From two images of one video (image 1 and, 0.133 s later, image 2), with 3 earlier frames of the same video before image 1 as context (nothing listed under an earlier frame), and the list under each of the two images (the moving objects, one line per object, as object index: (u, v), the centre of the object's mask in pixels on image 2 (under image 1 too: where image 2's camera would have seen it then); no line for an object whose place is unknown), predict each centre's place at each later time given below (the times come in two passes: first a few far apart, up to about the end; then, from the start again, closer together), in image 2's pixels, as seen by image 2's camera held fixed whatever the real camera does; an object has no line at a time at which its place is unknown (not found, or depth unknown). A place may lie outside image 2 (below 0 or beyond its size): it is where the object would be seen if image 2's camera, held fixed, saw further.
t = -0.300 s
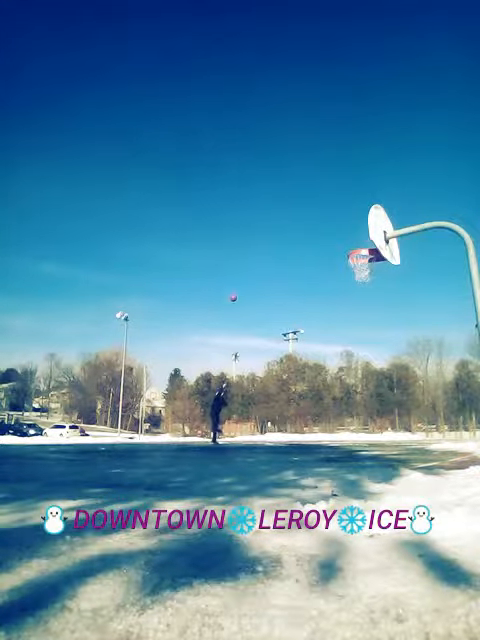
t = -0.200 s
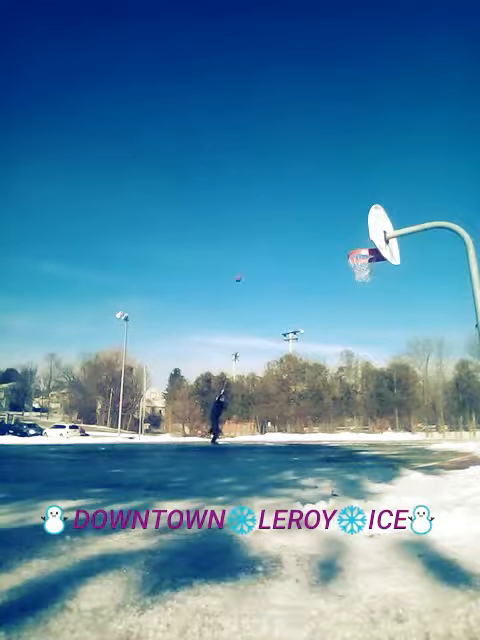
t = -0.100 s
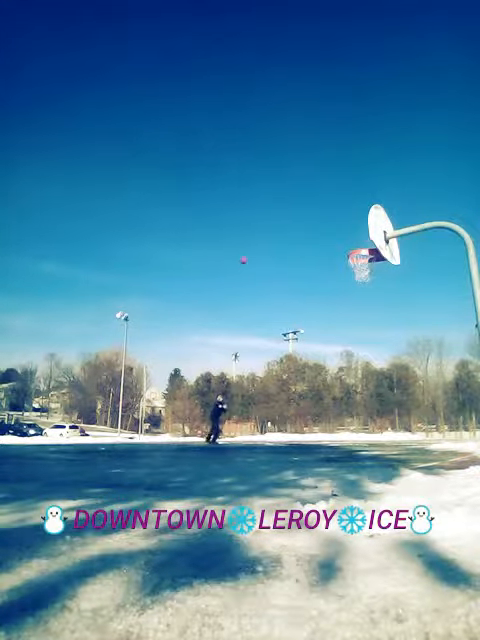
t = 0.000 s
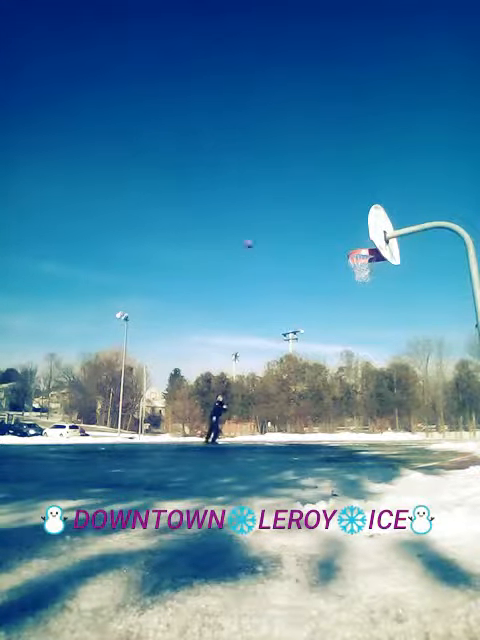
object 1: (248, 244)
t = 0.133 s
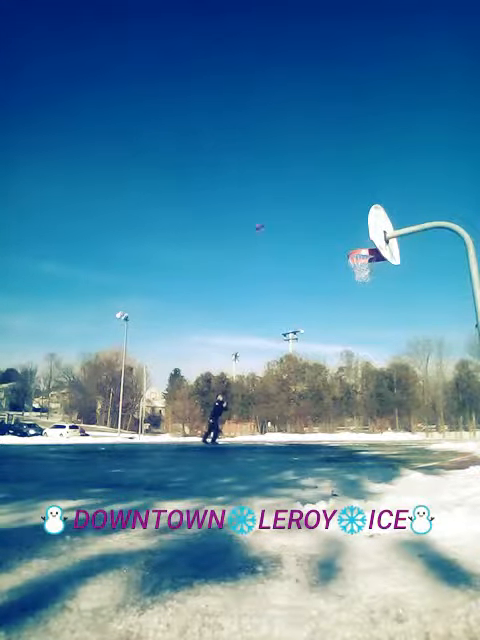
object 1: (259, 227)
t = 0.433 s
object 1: (277, 199)
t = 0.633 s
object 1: (295, 194)
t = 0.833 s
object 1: (319, 205)
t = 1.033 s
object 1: (353, 242)
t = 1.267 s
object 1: (361, 290)
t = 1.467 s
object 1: (346, 342)
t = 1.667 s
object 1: (334, 417)
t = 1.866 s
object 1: (316, 404)
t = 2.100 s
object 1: (296, 366)
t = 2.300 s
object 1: (280, 359)
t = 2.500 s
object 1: (265, 375)
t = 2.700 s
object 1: (251, 412)
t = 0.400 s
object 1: (275, 200)
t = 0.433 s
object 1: (277, 199)
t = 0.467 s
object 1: (280, 196)
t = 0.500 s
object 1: (283, 196)
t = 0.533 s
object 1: (286, 196)
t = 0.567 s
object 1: (289, 194)
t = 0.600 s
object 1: (292, 194)
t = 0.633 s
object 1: (295, 194)
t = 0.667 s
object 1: (299, 194)
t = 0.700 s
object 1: (302, 196)
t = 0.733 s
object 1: (306, 198)
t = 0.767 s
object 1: (310, 200)
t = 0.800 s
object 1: (315, 202)
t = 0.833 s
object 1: (319, 205)
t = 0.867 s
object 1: (324, 210)
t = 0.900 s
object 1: (329, 214)
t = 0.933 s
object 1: (334, 220)
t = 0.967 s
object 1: (340, 226)
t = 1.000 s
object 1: (345, 233)
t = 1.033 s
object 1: (353, 242)
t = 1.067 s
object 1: (358, 246)
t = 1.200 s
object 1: (366, 278)
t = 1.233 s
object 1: (363, 284)
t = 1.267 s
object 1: (361, 290)
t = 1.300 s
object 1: (359, 297)
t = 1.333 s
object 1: (356, 305)
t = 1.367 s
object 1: (353, 313)
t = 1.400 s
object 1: (351, 324)
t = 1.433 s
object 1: (349, 332)
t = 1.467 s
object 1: (346, 342)
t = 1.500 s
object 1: (344, 353)
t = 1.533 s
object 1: (342, 365)
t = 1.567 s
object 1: (341, 376)
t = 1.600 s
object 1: (338, 390)
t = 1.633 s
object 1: (335, 403)
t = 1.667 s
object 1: (334, 417)
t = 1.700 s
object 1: (332, 432)
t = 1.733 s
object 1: (330, 441)
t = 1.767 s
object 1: (327, 430)
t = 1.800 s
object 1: (323, 421)
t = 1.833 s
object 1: (320, 412)
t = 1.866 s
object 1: (316, 404)
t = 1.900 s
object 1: (313, 396)
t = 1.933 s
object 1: (311, 389)
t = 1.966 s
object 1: (308, 383)
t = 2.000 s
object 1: (305, 377)
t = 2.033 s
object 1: (302, 373)
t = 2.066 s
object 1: (299, 369)
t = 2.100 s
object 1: (296, 366)
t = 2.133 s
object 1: (294, 363)
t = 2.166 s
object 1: (291, 361)
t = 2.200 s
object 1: (288, 360)
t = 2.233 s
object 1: (286, 359)
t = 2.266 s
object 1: (284, 359)
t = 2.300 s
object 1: (280, 359)
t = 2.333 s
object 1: (278, 360)
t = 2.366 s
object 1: (275, 362)
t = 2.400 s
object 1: (273, 364)
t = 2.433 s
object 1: (270, 367)
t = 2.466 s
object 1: (268, 371)
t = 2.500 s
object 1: (265, 375)
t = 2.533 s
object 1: (263, 379)
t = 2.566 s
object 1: (261, 384)
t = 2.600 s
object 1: (259, 391)
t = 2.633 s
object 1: (256, 397)
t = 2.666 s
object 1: (253, 404)
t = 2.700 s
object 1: (251, 412)
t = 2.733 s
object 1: (249, 421)
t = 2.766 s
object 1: (246, 430)
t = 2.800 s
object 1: (244, 440)
